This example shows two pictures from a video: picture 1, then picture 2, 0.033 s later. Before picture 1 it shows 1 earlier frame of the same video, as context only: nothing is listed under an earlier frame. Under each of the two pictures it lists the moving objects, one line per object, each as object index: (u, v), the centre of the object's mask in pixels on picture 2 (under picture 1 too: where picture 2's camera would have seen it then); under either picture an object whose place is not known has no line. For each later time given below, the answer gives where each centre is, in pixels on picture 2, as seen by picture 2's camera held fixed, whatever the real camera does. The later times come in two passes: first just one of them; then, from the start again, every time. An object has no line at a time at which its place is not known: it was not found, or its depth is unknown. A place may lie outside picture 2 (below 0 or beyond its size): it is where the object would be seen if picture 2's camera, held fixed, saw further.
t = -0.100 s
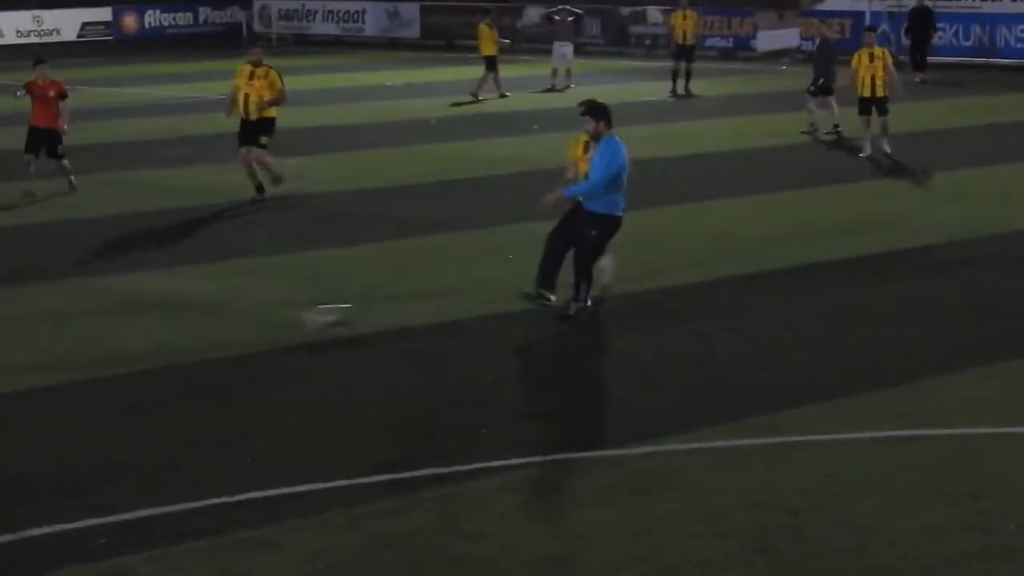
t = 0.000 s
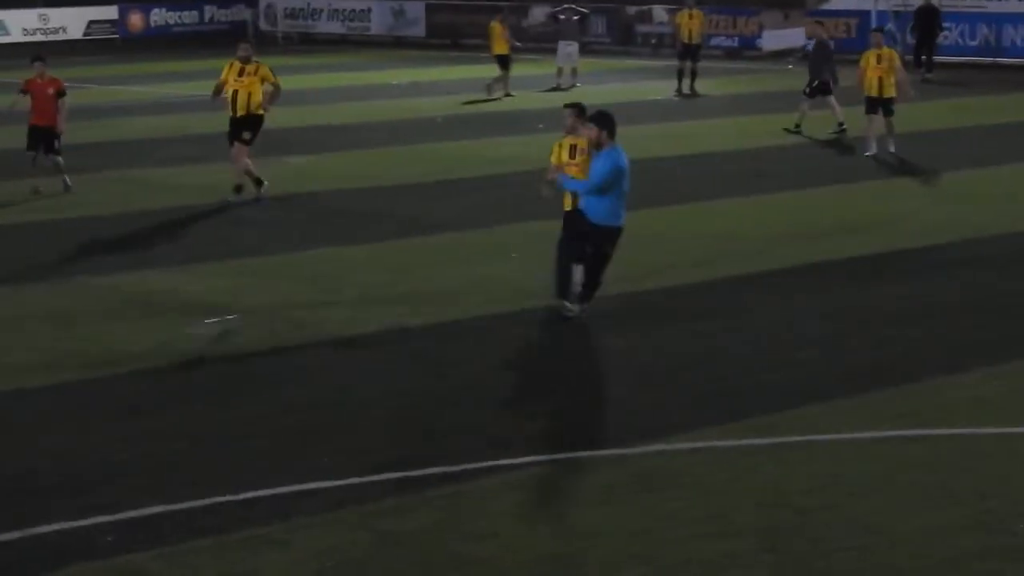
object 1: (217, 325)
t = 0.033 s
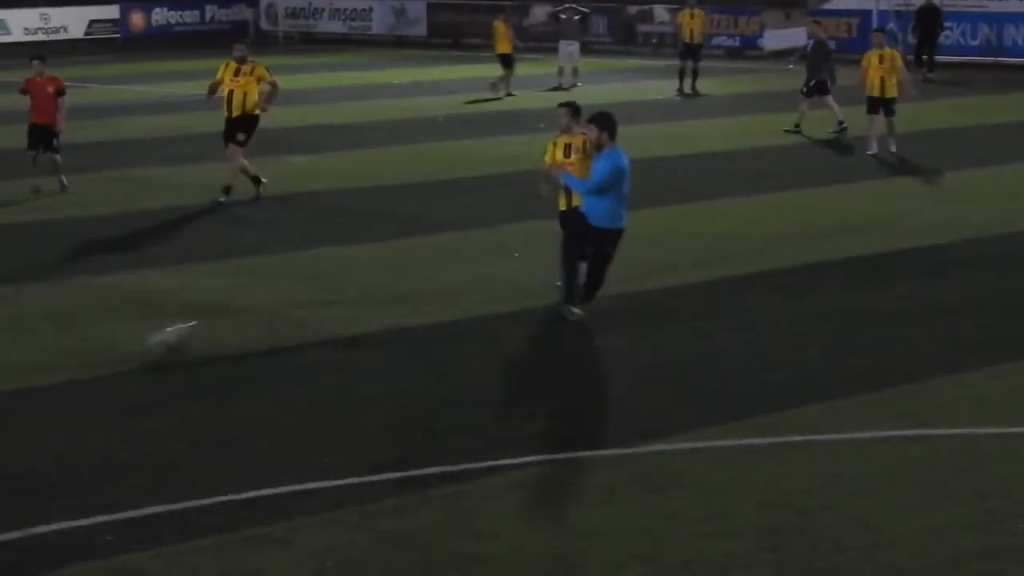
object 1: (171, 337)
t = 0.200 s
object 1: (1, 359)
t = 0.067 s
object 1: (136, 345)
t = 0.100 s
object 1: (99, 344)
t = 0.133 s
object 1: (65, 350)
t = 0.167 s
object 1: (29, 356)
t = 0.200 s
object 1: (1, 359)
